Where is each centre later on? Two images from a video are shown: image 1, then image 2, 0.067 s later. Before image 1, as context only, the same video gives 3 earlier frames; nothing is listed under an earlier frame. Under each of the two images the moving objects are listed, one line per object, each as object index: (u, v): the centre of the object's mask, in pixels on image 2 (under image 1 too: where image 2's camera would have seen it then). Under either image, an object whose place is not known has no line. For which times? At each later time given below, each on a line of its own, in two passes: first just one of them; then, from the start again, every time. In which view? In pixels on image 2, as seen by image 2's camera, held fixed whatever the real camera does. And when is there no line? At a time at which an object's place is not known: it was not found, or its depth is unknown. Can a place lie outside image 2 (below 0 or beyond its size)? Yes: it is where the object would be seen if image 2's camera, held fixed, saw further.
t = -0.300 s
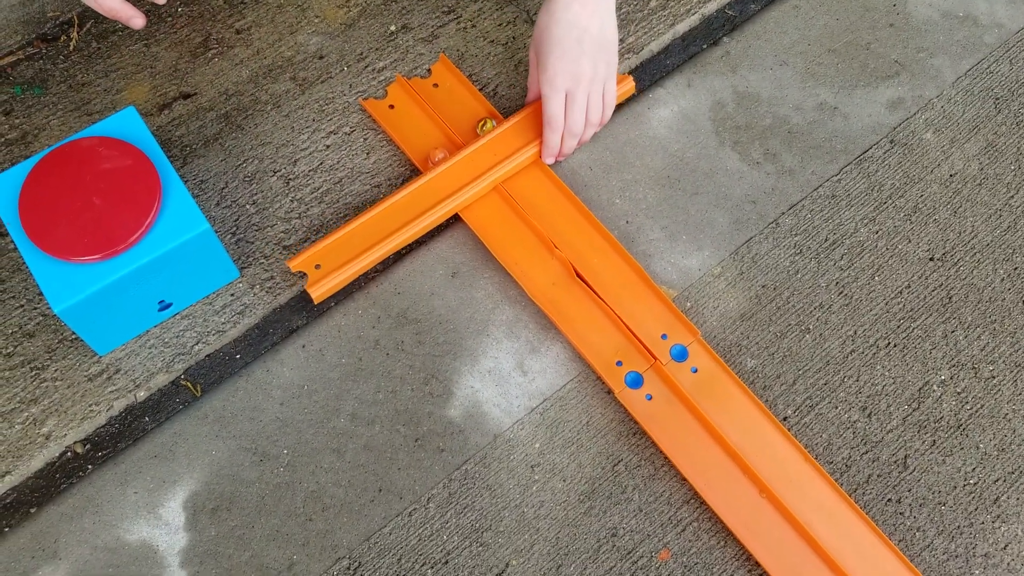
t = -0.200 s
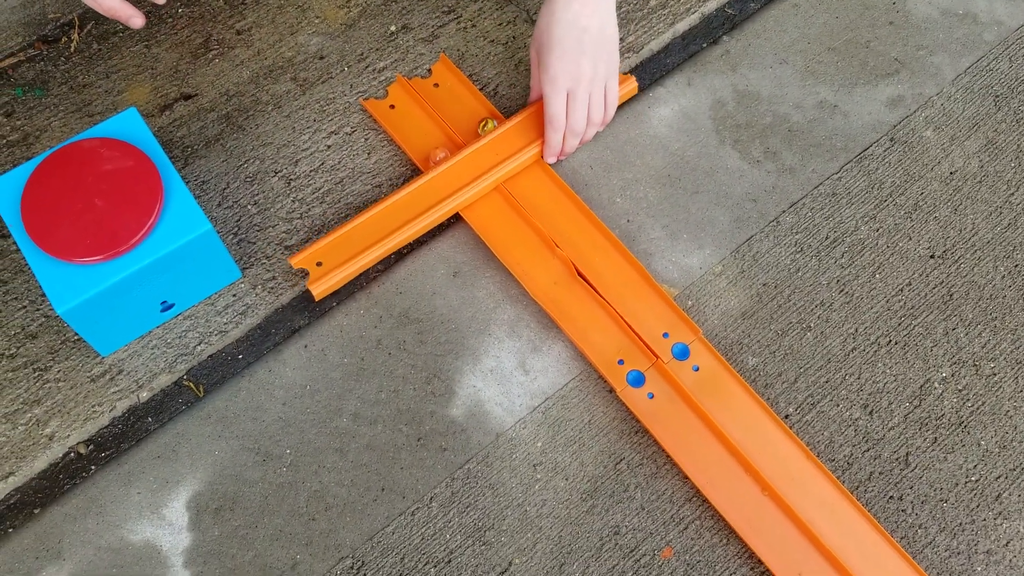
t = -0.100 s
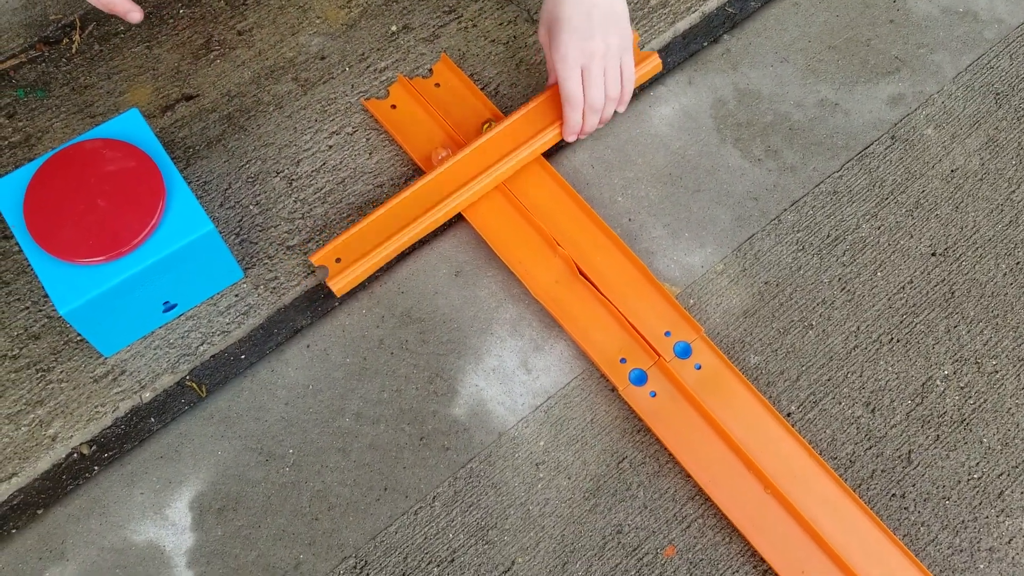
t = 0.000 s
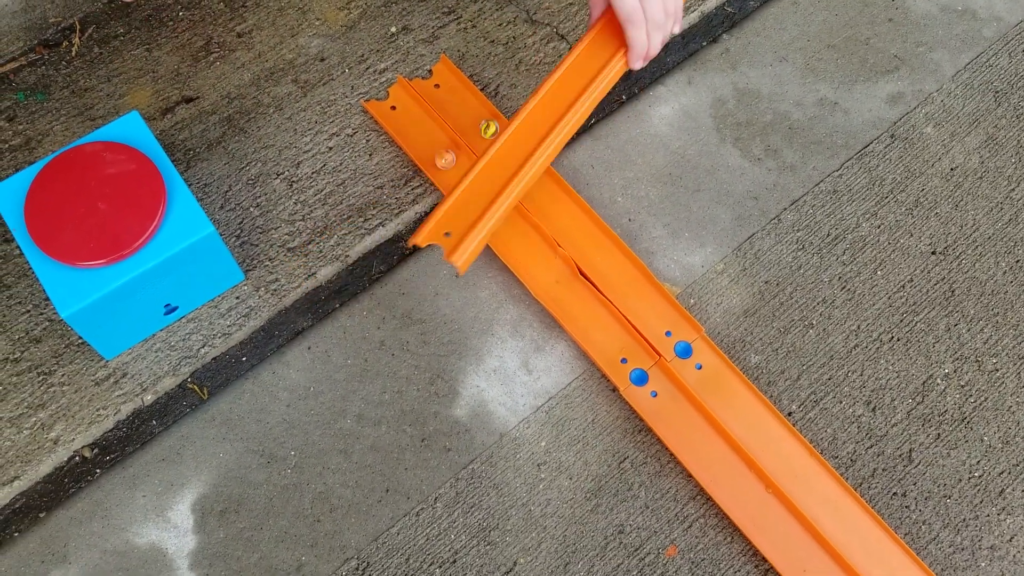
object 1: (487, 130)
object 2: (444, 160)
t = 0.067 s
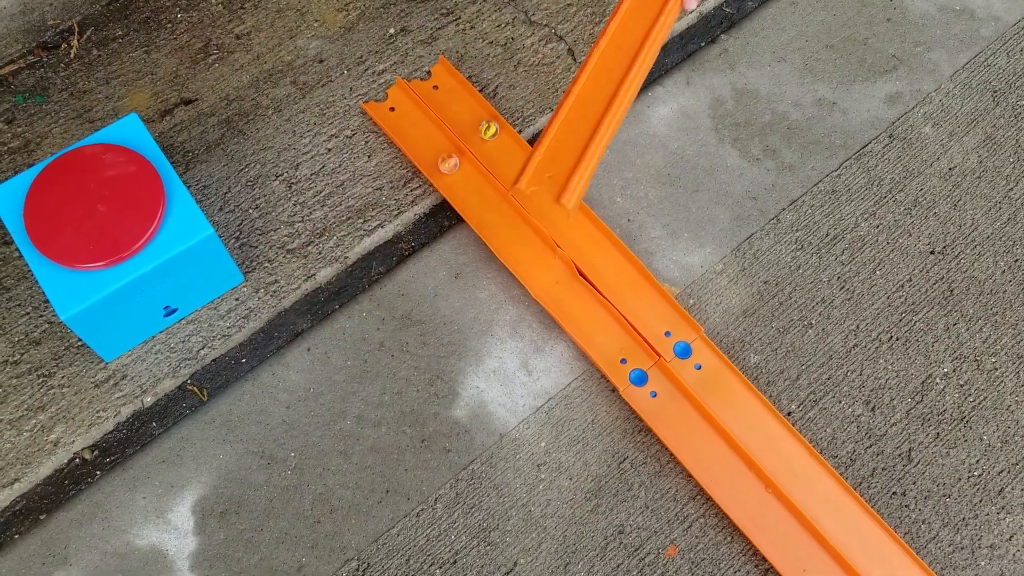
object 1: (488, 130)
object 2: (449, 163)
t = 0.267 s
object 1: (493, 135)
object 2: (468, 181)
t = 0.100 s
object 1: (489, 129)
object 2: (451, 165)
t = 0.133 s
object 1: (490, 129)
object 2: (454, 167)
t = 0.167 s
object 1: (491, 130)
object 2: (457, 170)
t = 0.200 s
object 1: (492, 131)
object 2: (461, 173)
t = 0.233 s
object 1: (493, 132)
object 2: (464, 176)
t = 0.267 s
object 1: (493, 135)
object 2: (468, 181)
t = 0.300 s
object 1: (495, 137)
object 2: (472, 185)
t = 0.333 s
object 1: (496, 140)
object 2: (475, 189)
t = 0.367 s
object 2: (479, 194)
